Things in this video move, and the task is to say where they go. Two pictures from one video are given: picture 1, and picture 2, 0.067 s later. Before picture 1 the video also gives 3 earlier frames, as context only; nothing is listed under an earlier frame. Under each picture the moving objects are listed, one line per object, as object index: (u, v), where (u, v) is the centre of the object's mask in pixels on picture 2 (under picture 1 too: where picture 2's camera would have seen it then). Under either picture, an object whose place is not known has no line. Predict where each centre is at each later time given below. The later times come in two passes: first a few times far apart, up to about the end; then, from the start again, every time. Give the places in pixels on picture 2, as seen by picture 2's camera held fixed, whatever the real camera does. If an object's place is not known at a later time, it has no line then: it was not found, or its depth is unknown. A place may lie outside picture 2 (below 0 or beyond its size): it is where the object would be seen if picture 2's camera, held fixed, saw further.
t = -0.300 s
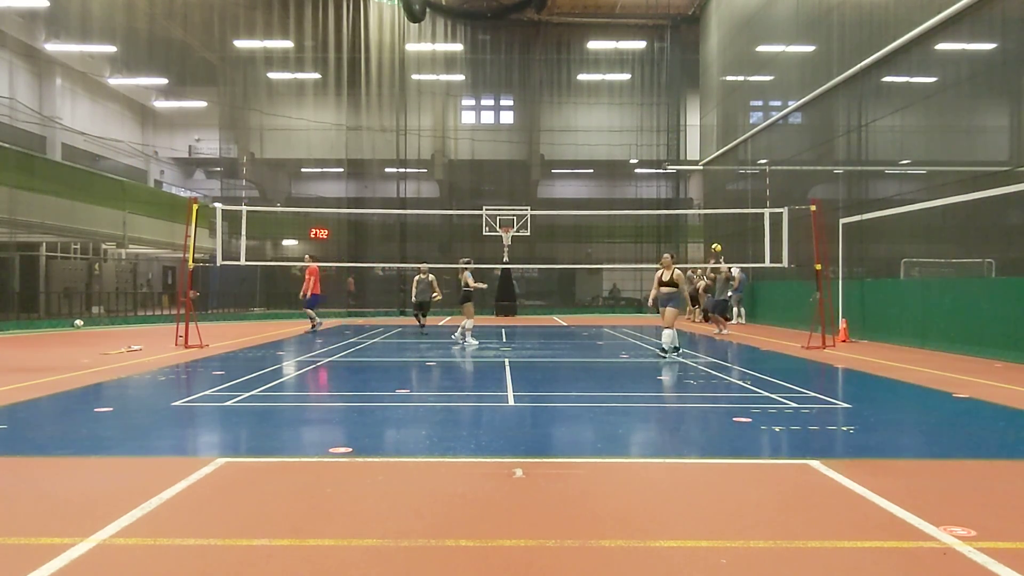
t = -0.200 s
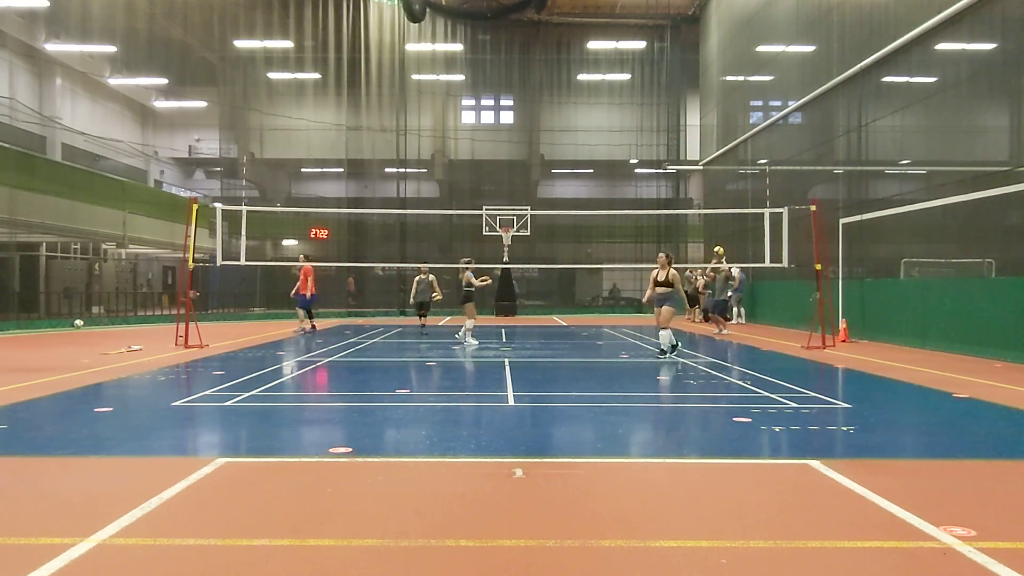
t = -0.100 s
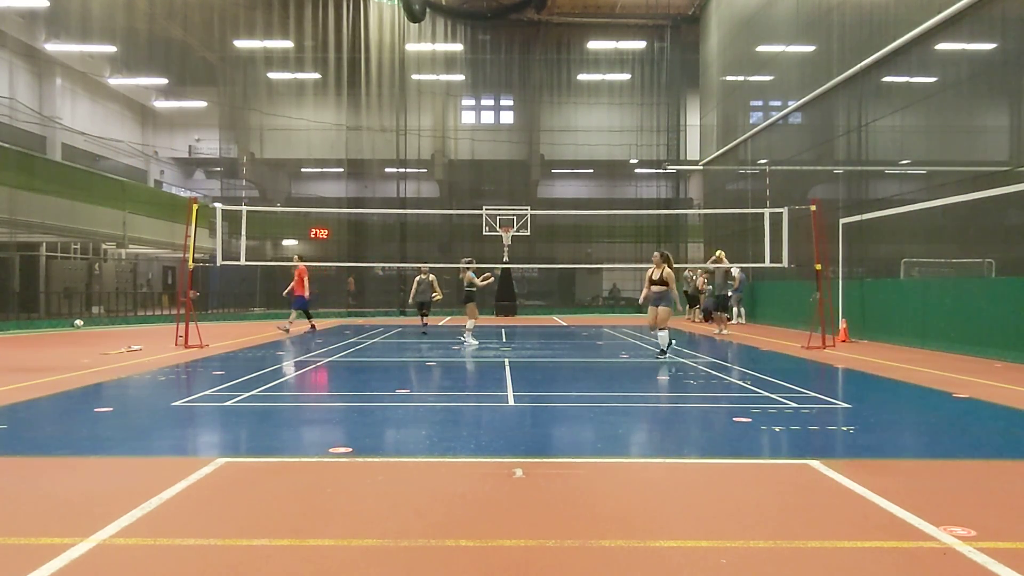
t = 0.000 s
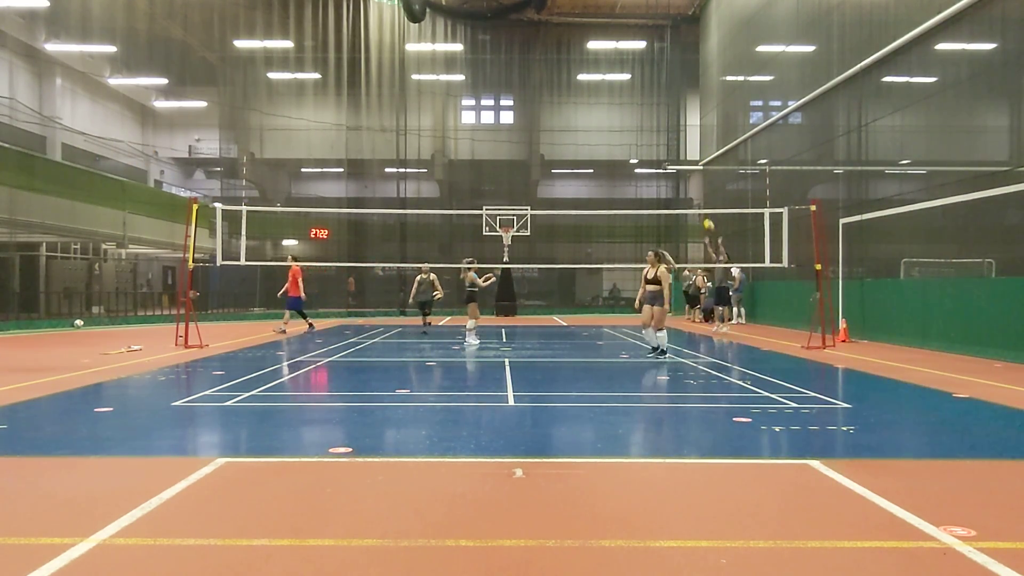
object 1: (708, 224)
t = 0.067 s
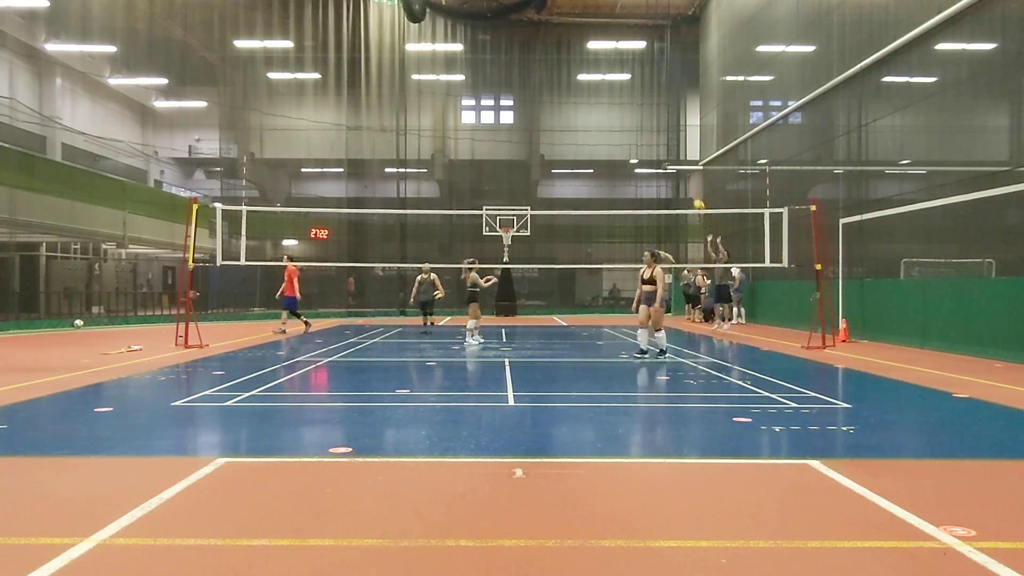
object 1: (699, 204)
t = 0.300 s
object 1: (664, 151)
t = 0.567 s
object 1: (626, 118)
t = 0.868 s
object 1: (580, 120)
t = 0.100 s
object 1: (694, 195)
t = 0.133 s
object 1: (689, 186)
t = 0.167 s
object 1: (684, 178)
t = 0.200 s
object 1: (679, 172)
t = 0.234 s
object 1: (674, 163)
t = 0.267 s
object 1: (669, 157)
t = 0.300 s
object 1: (664, 151)
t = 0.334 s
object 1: (659, 145)
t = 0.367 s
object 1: (654, 140)
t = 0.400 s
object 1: (650, 135)
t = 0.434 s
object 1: (645, 131)
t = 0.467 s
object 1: (641, 126)
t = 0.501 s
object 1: (636, 123)
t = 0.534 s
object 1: (629, 120)
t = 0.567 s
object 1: (626, 118)
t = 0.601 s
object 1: (621, 116)
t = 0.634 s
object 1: (615, 115)
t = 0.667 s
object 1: (610, 114)
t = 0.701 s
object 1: (605, 114)
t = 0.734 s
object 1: (600, 114)
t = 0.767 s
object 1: (595, 115)
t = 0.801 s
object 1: (590, 116)
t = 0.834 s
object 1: (585, 118)
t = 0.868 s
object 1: (580, 120)
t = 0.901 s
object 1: (575, 123)
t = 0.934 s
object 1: (570, 126)
